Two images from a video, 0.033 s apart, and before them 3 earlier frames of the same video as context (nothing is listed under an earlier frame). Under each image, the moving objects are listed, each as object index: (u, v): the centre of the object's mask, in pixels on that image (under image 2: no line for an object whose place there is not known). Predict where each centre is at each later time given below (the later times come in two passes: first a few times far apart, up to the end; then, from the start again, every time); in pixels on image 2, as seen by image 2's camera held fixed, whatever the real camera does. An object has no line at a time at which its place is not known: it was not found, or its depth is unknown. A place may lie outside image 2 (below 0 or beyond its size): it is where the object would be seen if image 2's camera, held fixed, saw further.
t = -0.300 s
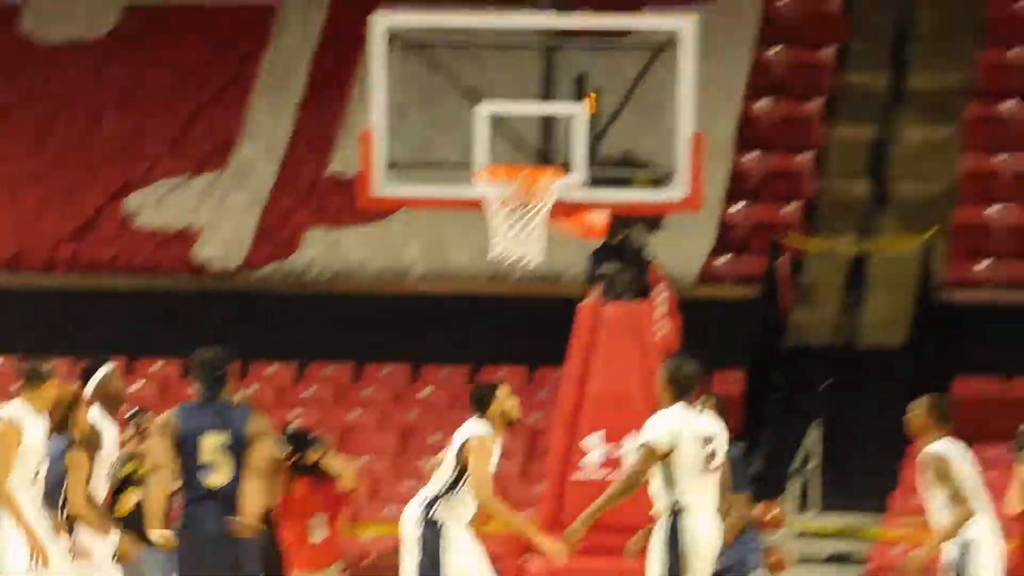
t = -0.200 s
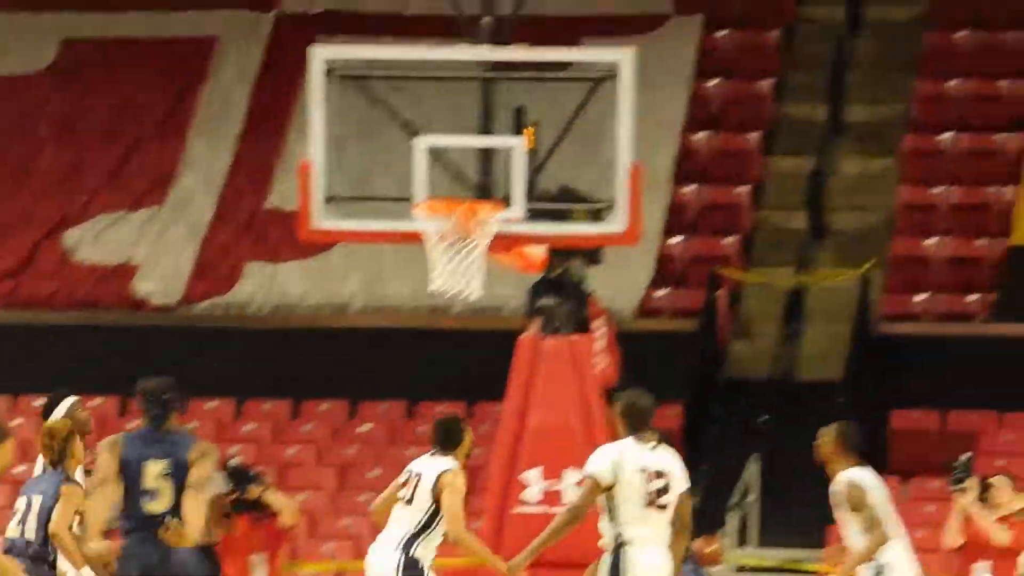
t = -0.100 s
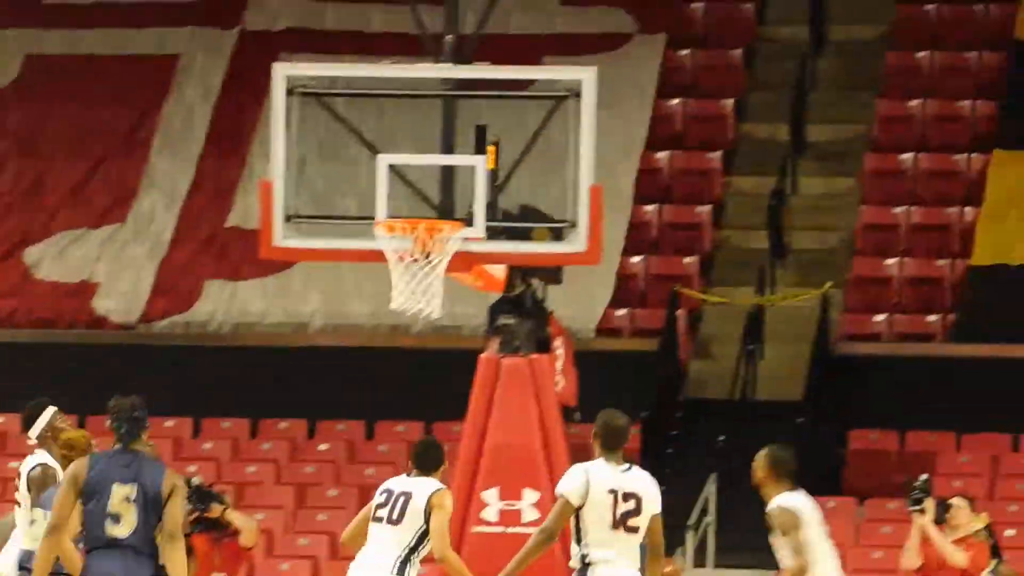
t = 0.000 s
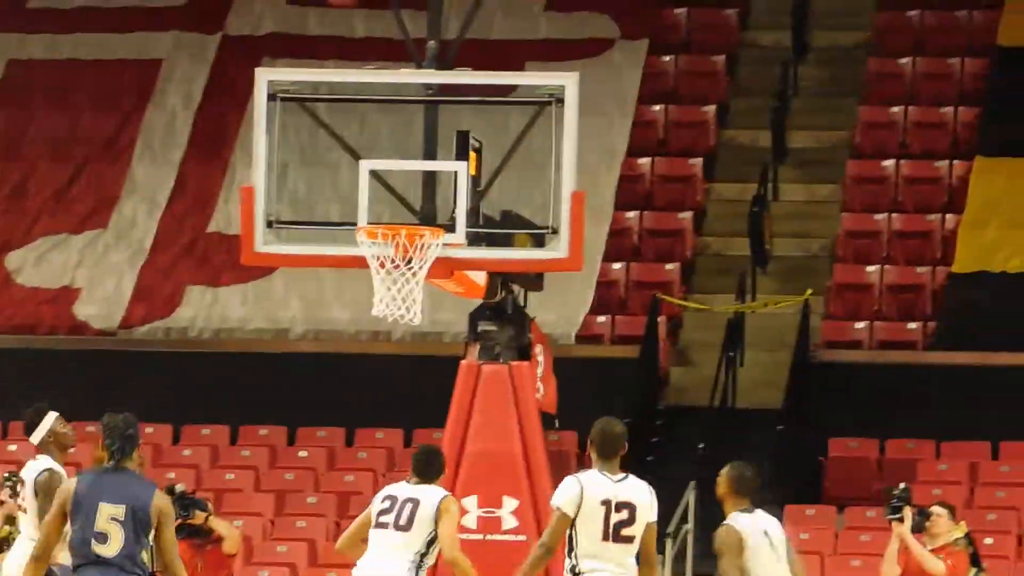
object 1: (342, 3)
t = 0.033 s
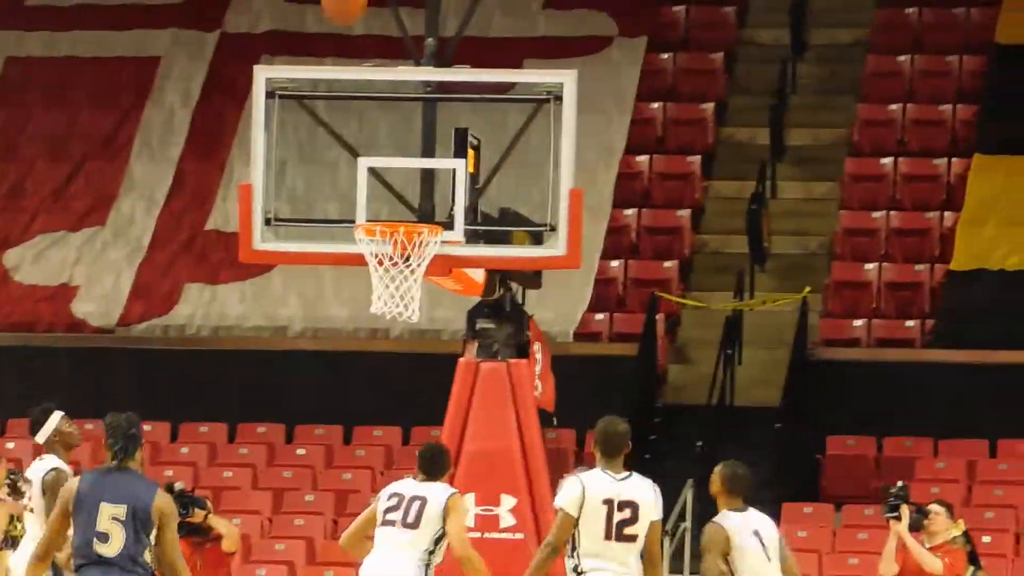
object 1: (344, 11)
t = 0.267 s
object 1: (382, 196)
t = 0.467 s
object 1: (294, 266)
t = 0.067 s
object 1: (350, 25)
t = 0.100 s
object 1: (356, 46)
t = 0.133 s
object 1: (361, 72)
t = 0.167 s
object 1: (363, 104)
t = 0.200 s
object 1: (367, 132)
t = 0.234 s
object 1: (375, 163)
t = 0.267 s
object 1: (382, 196)
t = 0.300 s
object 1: (379, 222)
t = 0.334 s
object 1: (361, 225)
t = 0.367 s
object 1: (344, 232)
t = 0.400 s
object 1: (331, 240)
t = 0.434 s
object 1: (314, 254)
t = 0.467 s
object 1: (294, 266)
